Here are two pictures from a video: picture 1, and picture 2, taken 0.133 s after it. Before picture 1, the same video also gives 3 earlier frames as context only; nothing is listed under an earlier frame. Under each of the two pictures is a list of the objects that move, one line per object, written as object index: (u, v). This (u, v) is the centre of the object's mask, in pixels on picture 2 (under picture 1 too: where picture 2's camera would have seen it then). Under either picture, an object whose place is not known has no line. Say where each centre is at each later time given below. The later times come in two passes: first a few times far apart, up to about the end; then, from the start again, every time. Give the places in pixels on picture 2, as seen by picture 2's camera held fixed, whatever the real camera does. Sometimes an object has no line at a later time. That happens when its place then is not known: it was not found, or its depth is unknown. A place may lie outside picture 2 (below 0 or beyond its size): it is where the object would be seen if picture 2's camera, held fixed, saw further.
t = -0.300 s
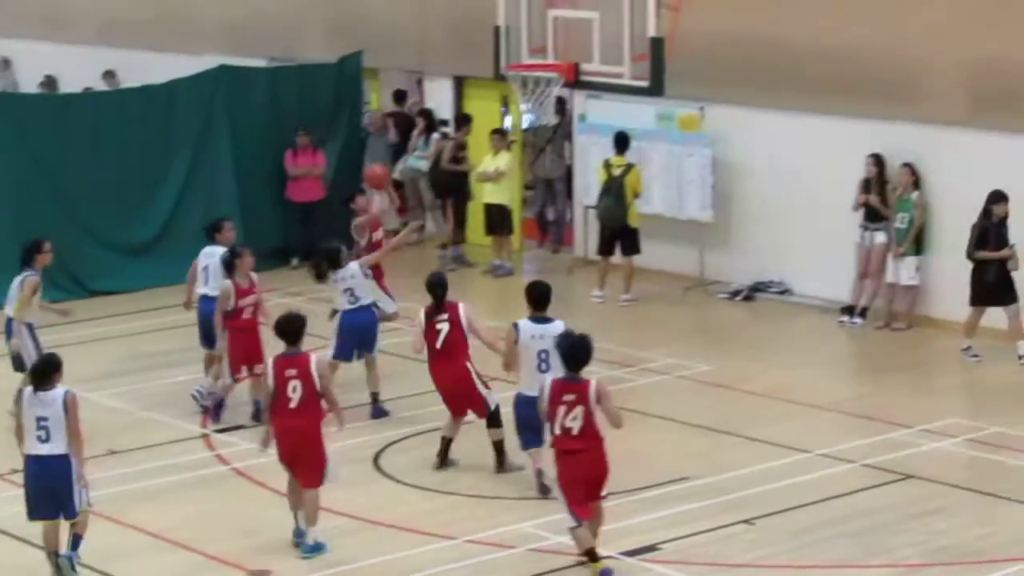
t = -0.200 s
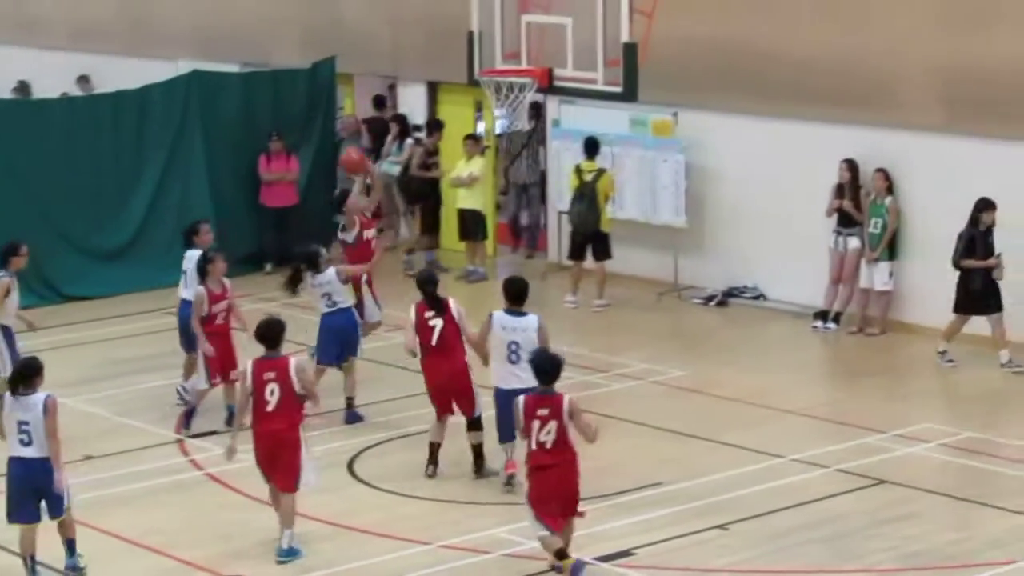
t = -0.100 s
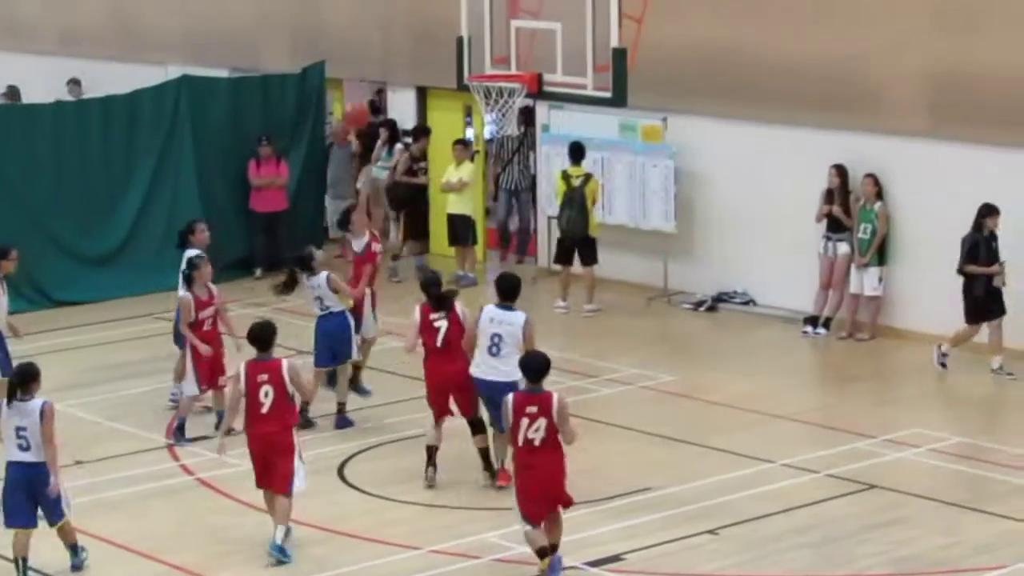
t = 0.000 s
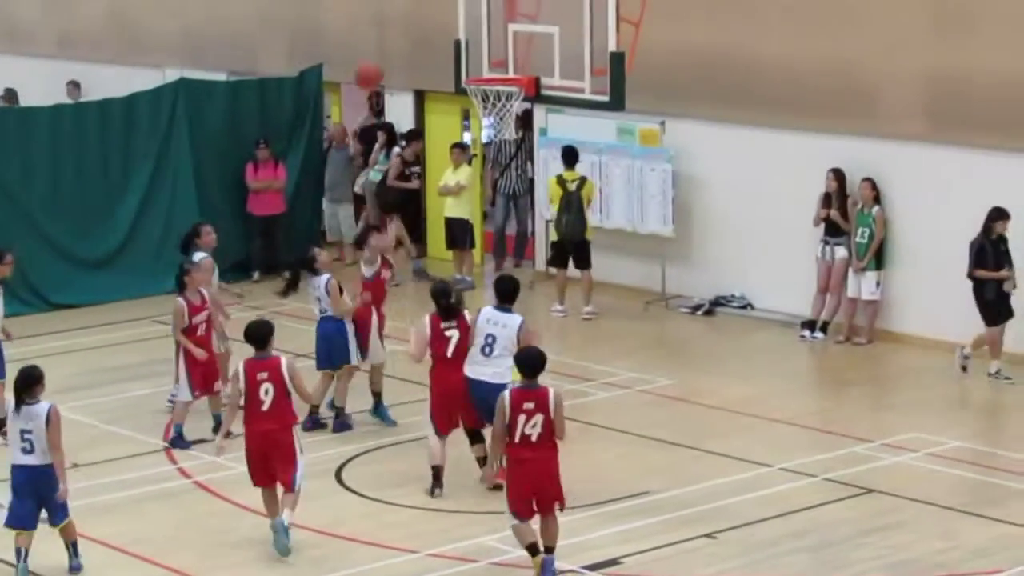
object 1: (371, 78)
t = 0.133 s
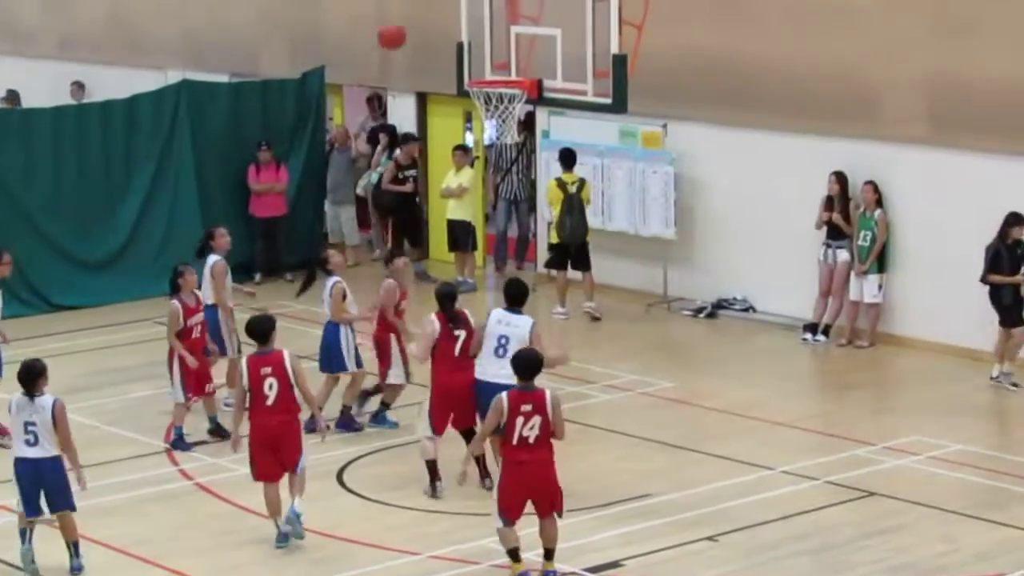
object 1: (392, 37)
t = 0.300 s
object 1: (419, 13)
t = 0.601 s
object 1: (471, 58)
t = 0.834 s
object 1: (471, 92)
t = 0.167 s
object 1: (397, 30)
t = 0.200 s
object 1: (403, 24)
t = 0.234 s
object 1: (408, 19)
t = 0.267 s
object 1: (414, 16)
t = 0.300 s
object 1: (419, 13)
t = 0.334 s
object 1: (425, 13)
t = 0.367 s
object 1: (430, 13)
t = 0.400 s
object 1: (436, 15)
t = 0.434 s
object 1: (441, 19)
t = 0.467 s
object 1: (447, 25)
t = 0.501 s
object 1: (453, 31)
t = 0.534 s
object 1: (459, 38)
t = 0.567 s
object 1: (465, 48)
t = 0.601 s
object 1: (471, 58)
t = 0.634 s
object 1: (477, 72)
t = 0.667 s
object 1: (477, 73)
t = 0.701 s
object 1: (476, 74)
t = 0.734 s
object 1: (475, 75)
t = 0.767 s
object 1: (474, 80)
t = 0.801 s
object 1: (472, 84)
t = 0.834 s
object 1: (471, 92)
